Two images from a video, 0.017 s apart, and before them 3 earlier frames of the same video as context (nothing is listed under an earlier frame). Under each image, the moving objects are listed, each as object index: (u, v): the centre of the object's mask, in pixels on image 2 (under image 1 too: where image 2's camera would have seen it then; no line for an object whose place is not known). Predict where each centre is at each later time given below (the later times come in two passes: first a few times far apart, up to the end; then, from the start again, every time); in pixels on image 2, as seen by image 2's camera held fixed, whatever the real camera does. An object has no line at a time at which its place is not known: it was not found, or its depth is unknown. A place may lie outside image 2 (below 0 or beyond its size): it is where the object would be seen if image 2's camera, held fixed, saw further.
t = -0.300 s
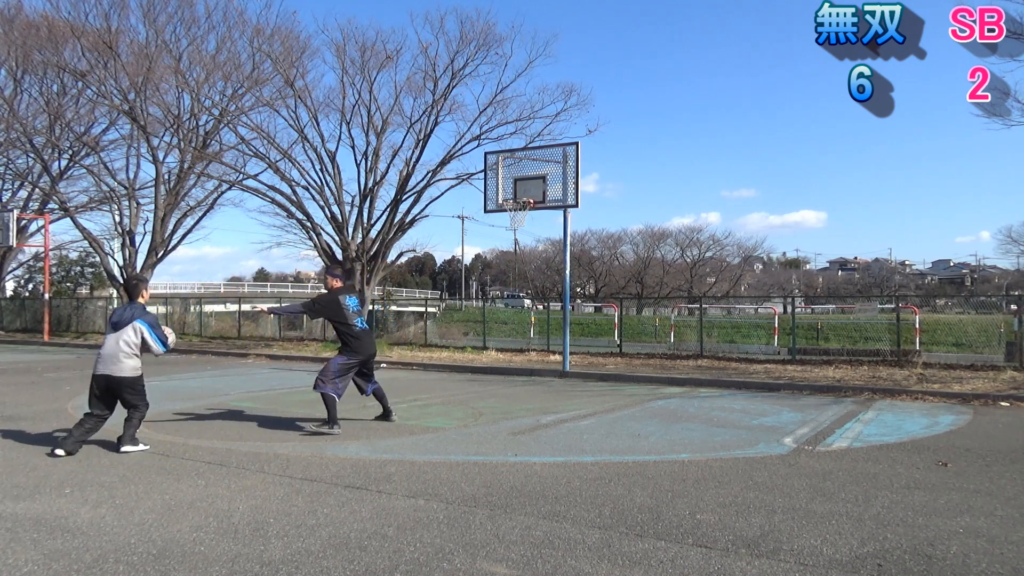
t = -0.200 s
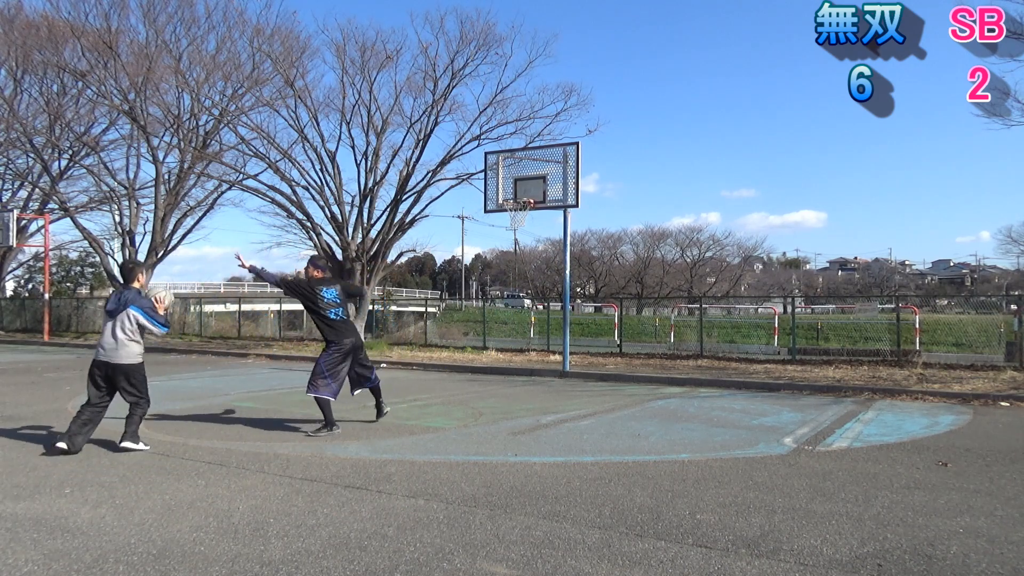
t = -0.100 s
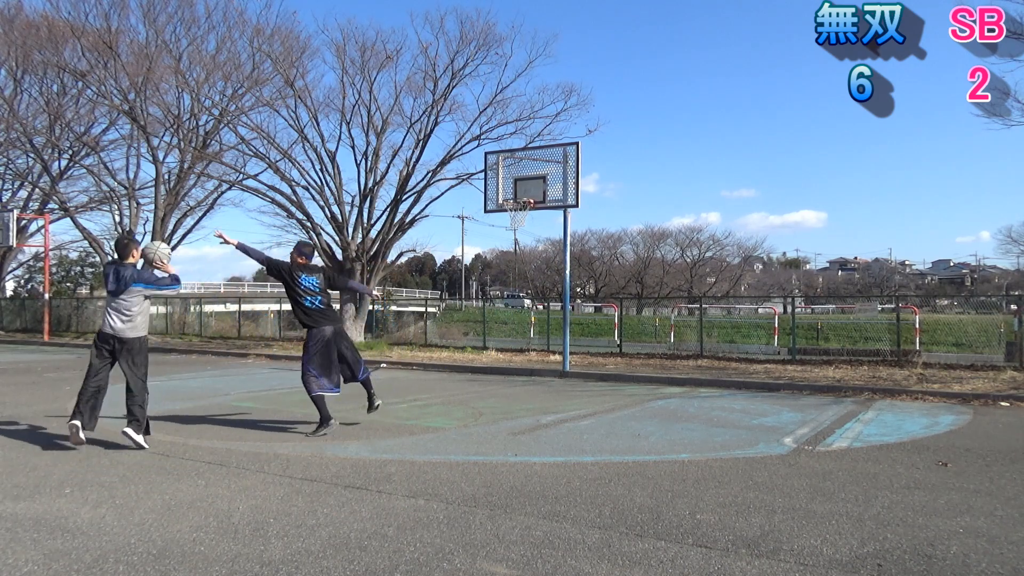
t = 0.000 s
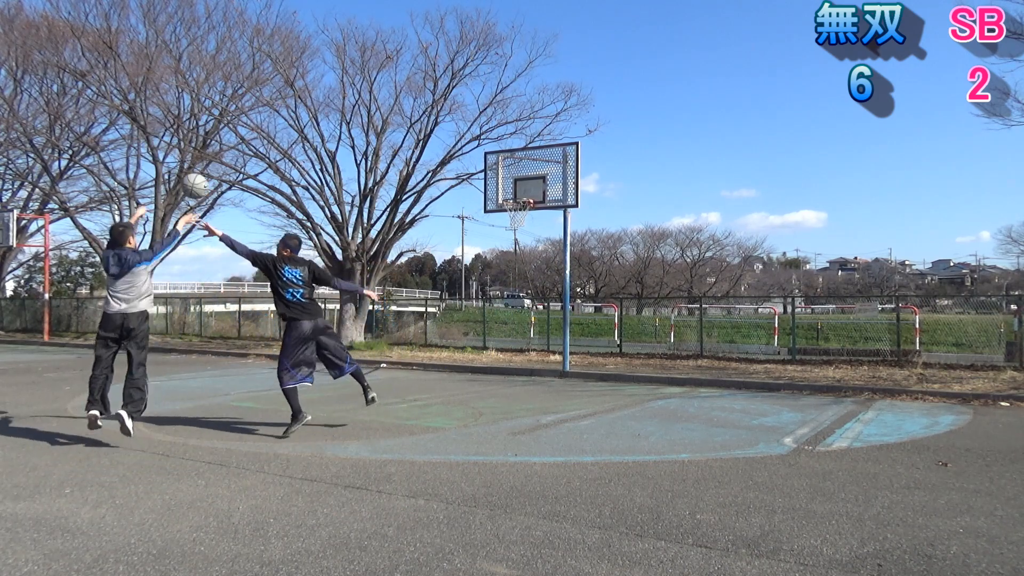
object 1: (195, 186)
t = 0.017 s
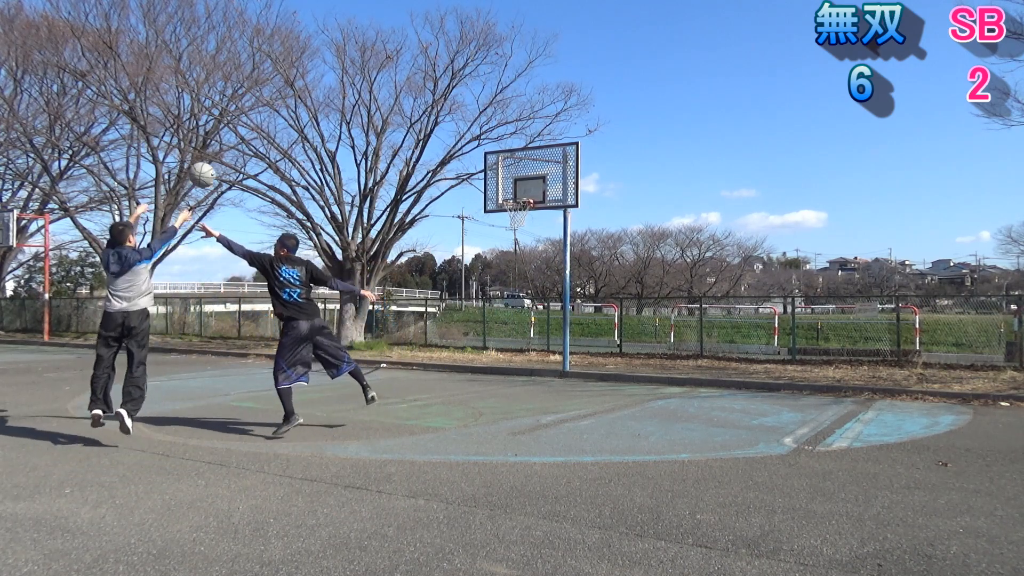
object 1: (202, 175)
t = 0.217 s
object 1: (280, 75)
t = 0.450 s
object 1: (350, 25)
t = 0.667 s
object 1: (403, 24)
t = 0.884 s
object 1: (446, 55)
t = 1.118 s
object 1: (486, 116)
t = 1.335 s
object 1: (517, 193)
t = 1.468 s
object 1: (520, 223)
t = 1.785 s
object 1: (516, 303)
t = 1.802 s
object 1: (516, 309)
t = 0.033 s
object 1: (209, 165)
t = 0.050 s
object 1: (217, 154)
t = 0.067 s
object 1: (223, 144)
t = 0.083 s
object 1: (230, 134)
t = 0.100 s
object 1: (236, 125)
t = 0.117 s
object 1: (243, 118)
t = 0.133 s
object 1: (249, 109)
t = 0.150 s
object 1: (256, 101)
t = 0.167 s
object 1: (262, 94)
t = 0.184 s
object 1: (268, 88)
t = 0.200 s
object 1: (274, 81)
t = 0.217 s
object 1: (280, 75)
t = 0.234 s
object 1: (285, 70)
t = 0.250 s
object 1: (291, 64)
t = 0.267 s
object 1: (296, 59)
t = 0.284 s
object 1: (301, 55)
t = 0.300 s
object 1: (307, 50)
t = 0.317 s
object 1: (312, 46)
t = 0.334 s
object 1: (317, 43)
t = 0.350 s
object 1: (322, 39)
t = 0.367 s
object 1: (327, 36)
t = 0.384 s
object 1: (332, 34)
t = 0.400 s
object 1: (336, 31)
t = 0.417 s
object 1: (341, 29)
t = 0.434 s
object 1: (346, 27)
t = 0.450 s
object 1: (350, 25)
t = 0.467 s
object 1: (355, 23)
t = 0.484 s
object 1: (359, 22)
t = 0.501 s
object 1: (363, 21)
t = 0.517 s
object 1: (367, 21)
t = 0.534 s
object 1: (372, 20)
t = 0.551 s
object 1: (376, 20)
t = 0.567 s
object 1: (380, 20)
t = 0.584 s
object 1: (384, 20)
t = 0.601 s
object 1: (388, 20)
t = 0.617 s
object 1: (391, 21)
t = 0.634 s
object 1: (395, 22)
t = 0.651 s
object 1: (399, 22)
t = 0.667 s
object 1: (403, 24)
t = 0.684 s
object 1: (406, 25)
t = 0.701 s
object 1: (410, 26)
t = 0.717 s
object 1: (413, 28)
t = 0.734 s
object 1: (417, 30)
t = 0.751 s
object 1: (420, 32)
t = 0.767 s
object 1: (424, 34)
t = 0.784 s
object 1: (427, 37)
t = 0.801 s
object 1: (430, 39)
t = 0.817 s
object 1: (433, 42)
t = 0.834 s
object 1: (437, 45)
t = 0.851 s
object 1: (440, 48)
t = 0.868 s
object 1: (443, 51)
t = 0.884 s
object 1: (446, 55)
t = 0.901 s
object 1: (449, 58)
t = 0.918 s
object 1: (452, 62)
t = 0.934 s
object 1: (455, 66)
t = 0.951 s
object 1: (458, 69)
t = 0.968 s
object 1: (461, 73)
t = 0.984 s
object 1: (463, 78)
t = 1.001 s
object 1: (467, 82)
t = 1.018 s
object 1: (470, 87)
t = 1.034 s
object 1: (472, 91)
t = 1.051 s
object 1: (475, 96)
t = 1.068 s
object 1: (478, 101)
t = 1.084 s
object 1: (480, 106)
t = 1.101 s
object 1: (483, 111)
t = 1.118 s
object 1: (486, 116)
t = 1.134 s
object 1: (488, 121)
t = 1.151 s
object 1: (491, 127)
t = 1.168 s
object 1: (493, 133)
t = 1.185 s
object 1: (496, 138)
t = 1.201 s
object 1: (498, 144)
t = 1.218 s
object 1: (501, 150)
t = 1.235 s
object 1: (503, 156)
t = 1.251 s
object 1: (505, 162)
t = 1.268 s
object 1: (507, 168)
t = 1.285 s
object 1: (510, 175)
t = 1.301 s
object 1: (512, 181)
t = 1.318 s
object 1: (515, 188)
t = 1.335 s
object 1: (517, 193)
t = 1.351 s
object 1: (520, 201)
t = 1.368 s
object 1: (520, 204)
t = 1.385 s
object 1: (520, 207)
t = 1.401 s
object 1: (521, 213)
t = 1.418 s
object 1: (520, 217)
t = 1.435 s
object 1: (520, 218)
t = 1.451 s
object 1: (520, 221)
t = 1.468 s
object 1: (520, 223)
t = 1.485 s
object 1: (520, 225)
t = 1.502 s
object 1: (519, 228)
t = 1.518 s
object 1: (519, 231)
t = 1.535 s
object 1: (519, 234)
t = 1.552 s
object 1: (519, 237)
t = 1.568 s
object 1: (518, 241)
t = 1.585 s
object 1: (518, 245)
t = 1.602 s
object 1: (518, 248)
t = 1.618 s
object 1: (518, 251)
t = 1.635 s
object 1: (519, 255)
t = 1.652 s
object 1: (519, 259)
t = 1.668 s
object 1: (519, 264)
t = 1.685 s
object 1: (518, 268)
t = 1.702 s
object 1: (518, 274)
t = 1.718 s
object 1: (517, 280)
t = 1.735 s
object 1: (517, 284)
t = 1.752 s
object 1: (517, 290)
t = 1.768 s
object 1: (517, 297)
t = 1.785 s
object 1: (516, 303)
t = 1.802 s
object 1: (516, 309)
